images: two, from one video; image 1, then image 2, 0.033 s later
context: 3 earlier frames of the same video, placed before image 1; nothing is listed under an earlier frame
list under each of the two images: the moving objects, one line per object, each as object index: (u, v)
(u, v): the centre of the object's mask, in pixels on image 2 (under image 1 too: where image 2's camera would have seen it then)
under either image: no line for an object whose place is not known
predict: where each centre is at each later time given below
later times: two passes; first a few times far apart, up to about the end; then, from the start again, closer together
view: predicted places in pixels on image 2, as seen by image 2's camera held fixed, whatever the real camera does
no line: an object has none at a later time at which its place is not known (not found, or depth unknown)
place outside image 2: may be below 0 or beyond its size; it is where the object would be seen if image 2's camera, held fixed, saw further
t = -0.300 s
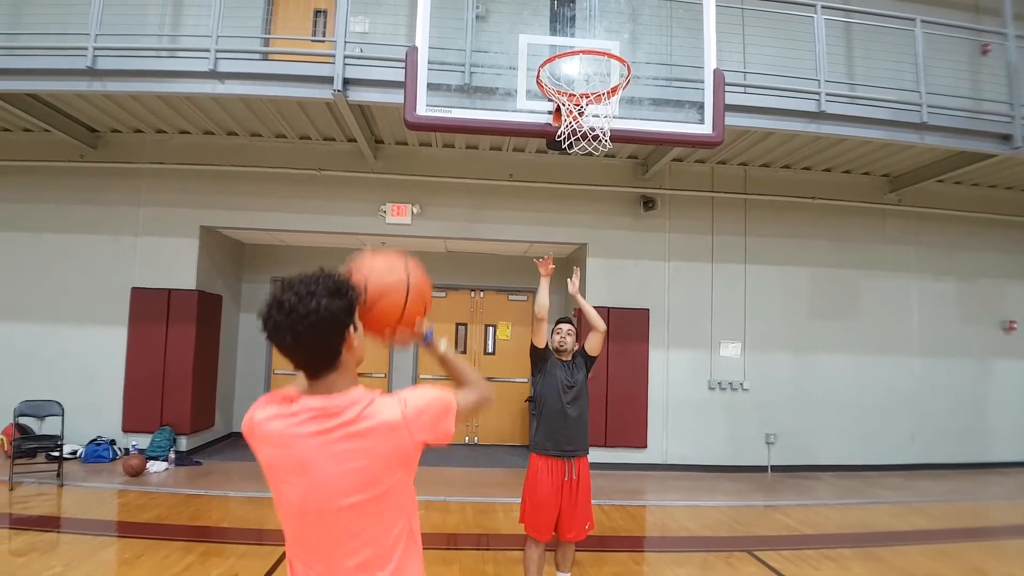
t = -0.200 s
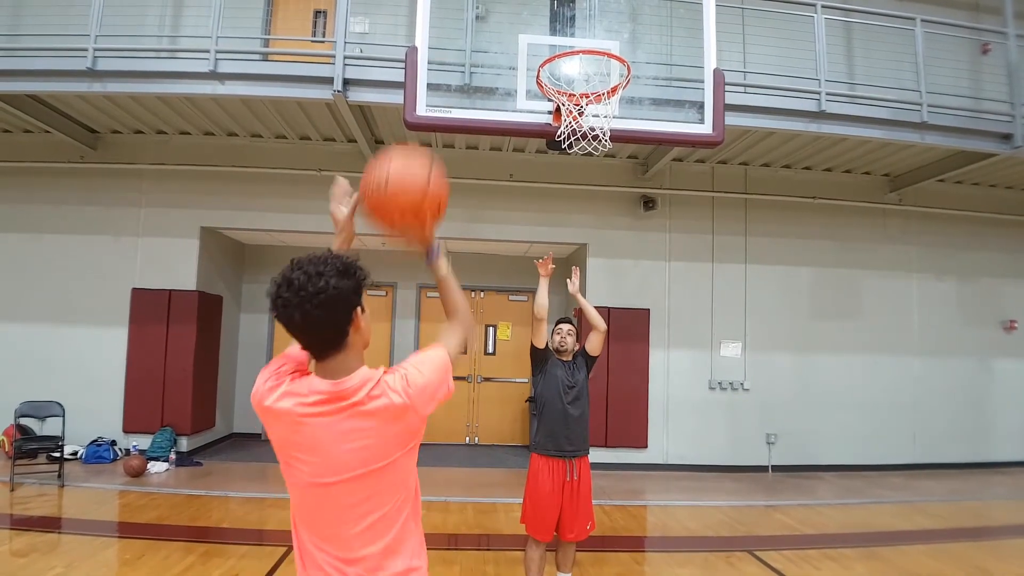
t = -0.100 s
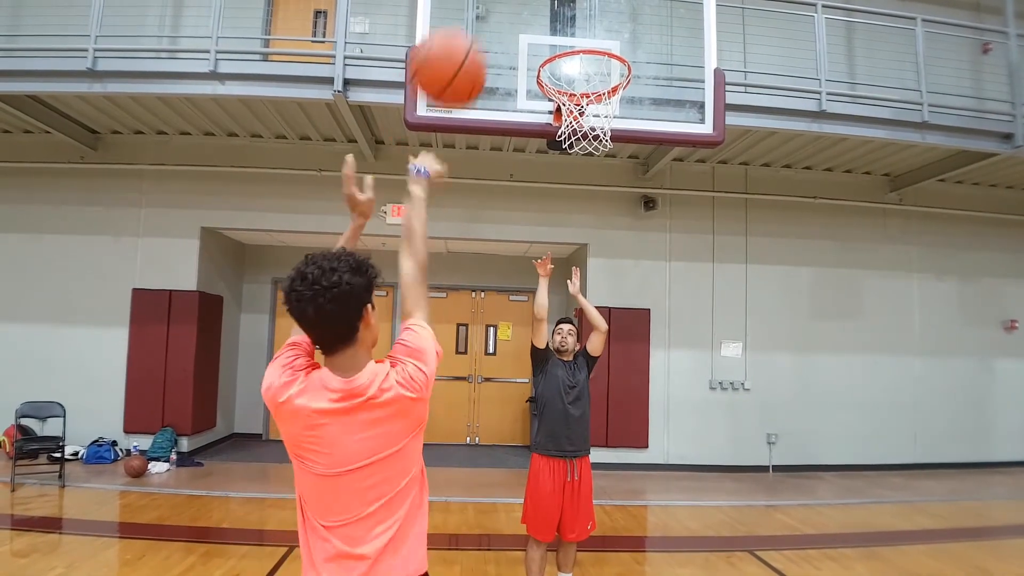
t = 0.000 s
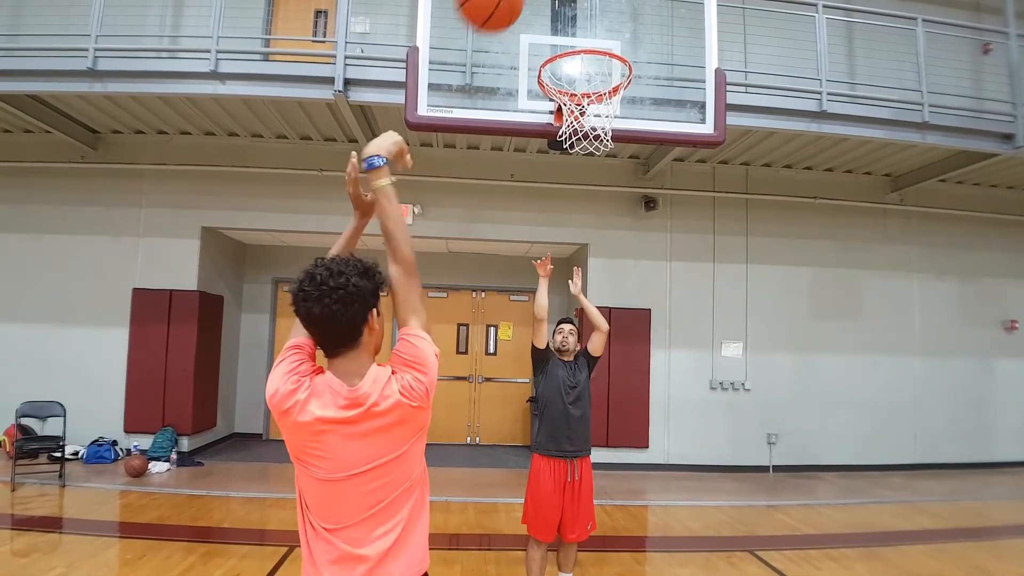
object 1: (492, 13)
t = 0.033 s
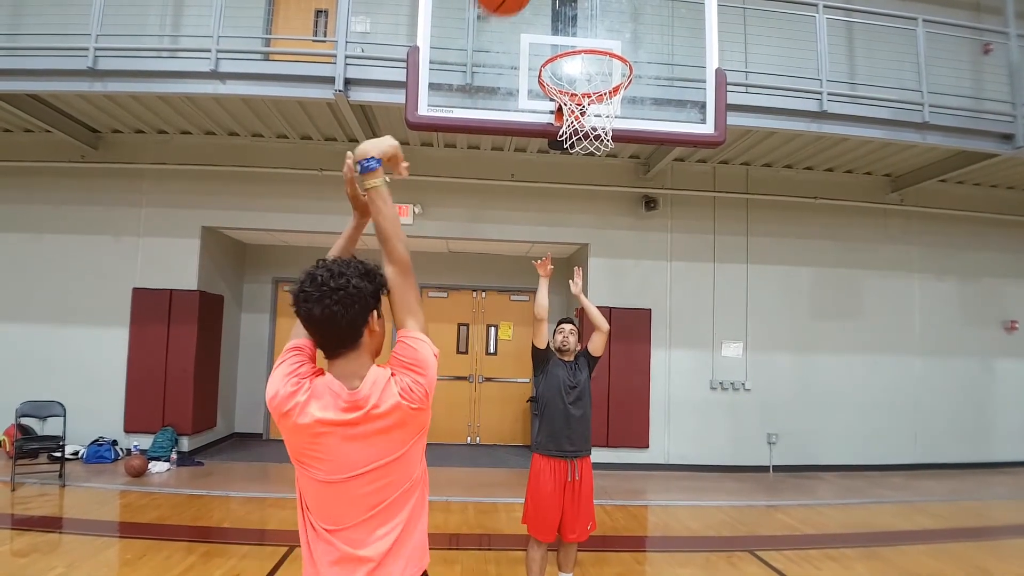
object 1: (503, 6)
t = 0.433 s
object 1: (594, 14)
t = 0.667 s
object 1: (579, 80)
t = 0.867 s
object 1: (586, 74)
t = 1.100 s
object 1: (626, 129)
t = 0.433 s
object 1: (594, 14)
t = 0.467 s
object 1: (600, 23)
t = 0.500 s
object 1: (607, 35)
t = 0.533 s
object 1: (611, 57)
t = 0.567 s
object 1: (606, 64)
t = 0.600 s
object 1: (597, 67)
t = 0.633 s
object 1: (587, 75)
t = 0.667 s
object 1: (579, 80)
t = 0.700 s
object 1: (575, 76)
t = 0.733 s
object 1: (573, 72)
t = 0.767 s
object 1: (570, 68)
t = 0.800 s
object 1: (570, 67)
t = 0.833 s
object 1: (578, 69)
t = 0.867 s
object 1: (586, 74)
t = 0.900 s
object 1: (595, 79)
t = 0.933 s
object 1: (604, 89)
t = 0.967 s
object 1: (612, 97)
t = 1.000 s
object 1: (620, 112)
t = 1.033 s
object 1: (620, 118)
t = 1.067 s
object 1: (624, 122)
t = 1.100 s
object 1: (626, 129)
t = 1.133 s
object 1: (628, 142)
